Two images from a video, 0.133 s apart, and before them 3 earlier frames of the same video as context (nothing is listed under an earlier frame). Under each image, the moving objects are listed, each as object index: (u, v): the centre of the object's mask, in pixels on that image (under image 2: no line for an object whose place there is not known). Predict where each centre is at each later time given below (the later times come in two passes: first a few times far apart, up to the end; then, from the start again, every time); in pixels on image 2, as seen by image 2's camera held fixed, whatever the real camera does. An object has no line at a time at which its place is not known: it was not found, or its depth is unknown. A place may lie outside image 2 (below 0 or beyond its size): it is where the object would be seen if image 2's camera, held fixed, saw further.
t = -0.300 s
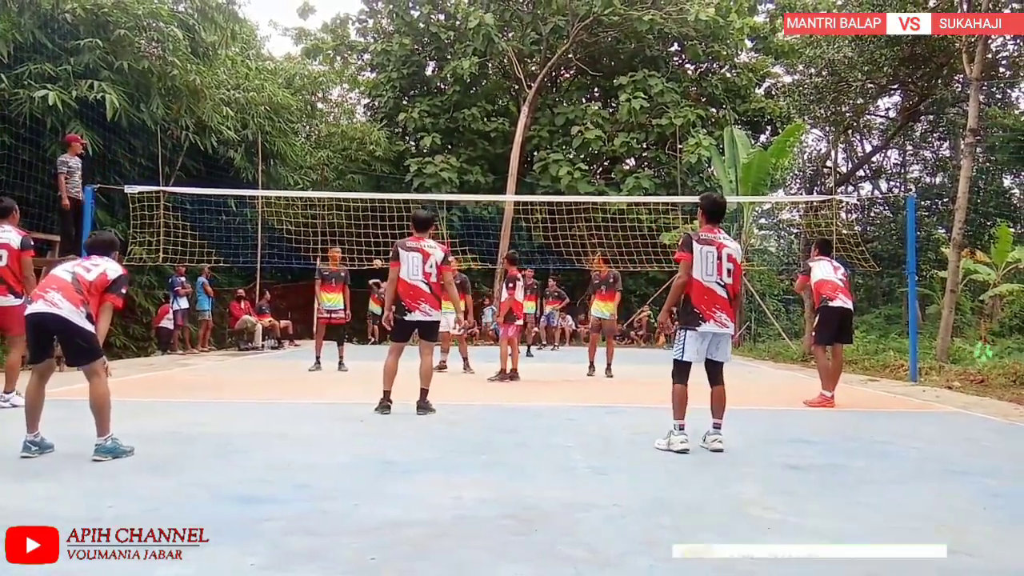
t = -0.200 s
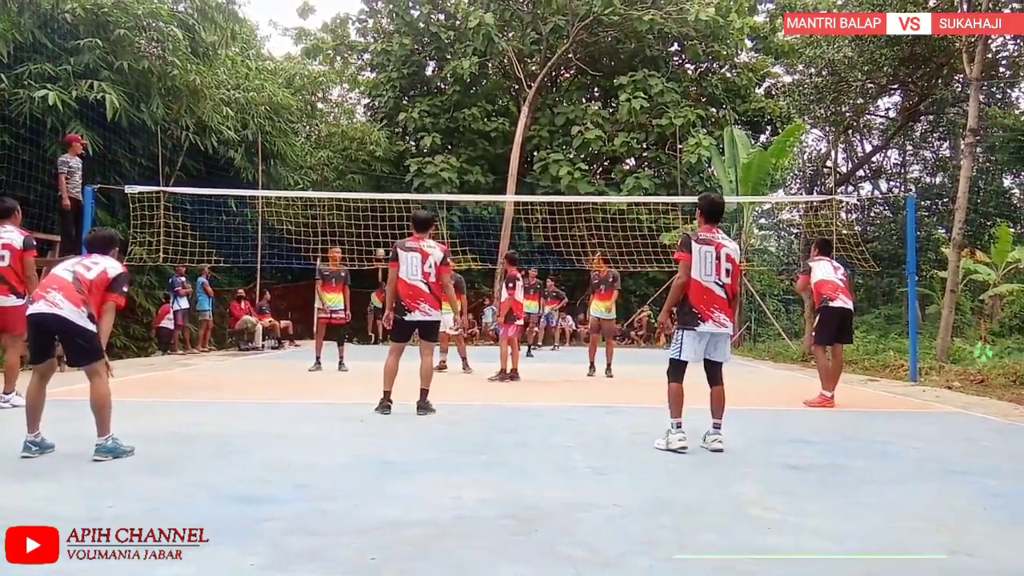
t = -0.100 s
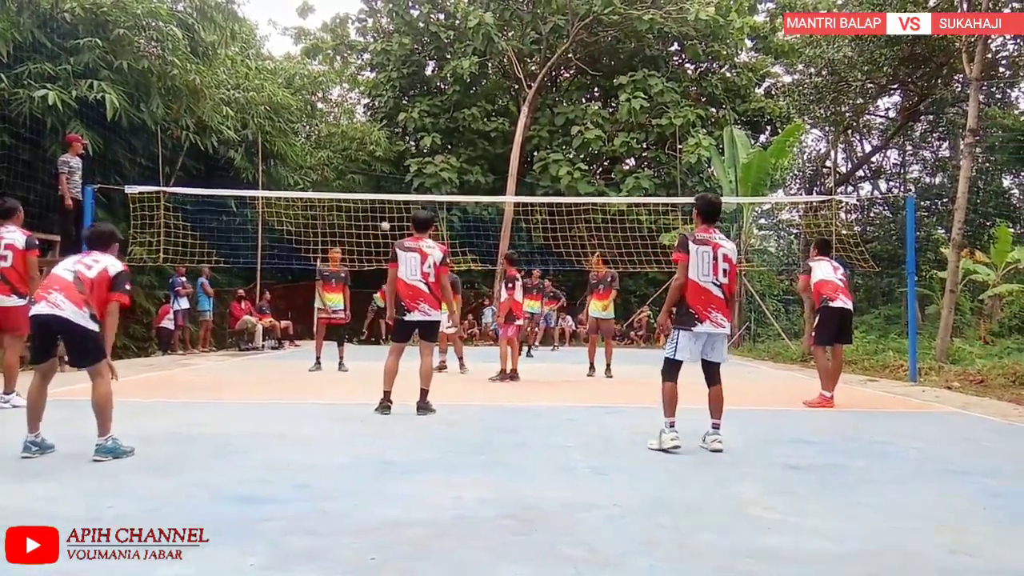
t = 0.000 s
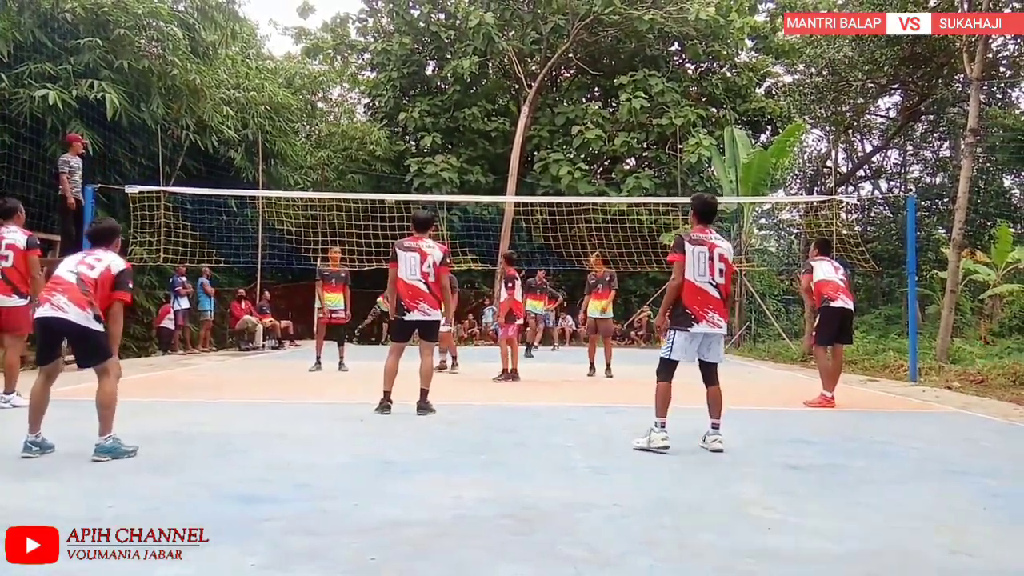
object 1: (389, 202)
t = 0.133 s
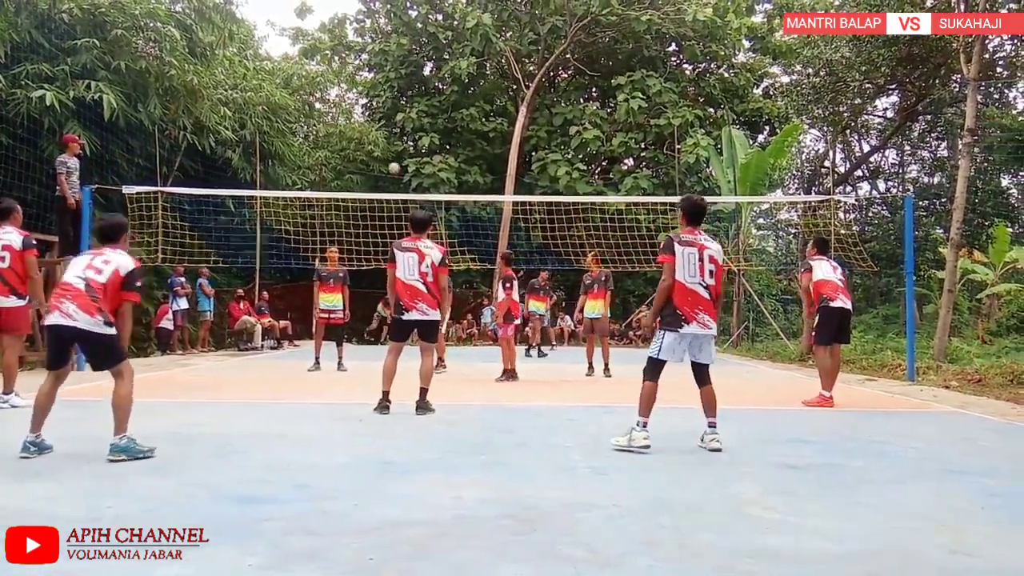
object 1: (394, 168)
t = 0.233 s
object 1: (398, 146)
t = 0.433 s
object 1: (406, 107)
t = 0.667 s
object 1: (417, 85)
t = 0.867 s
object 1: (432, 97)
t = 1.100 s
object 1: (460, 190)
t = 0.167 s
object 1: (395, 160)
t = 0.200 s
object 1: (396, 153)
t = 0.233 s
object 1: (398, 146)
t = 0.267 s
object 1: (399, 139)
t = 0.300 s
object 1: (401, 133)
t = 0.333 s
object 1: (402, 126)
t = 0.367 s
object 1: (403, 120)
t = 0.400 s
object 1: (404, 114)
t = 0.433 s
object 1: (406, 107)
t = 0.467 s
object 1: (408, 103)
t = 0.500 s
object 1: (409, 98)
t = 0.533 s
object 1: (410, 95)
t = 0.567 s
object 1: (412, 91)
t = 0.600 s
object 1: (414, 88)
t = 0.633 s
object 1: (416, 86)
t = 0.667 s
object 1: (417, 85)
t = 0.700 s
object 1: (419, 85)
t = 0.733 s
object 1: (421, 85)
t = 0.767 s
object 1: (424, 86)
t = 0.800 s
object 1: (426, 89)
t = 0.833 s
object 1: (429, 92)
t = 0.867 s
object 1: (432, 97)
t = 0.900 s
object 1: (435, 104)
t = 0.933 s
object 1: (438, 113)
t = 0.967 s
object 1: (443, 123)
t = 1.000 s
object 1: (447, 136)
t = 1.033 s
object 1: (451, 151)
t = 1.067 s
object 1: (455, 170)
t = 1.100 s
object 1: (460, 190)
